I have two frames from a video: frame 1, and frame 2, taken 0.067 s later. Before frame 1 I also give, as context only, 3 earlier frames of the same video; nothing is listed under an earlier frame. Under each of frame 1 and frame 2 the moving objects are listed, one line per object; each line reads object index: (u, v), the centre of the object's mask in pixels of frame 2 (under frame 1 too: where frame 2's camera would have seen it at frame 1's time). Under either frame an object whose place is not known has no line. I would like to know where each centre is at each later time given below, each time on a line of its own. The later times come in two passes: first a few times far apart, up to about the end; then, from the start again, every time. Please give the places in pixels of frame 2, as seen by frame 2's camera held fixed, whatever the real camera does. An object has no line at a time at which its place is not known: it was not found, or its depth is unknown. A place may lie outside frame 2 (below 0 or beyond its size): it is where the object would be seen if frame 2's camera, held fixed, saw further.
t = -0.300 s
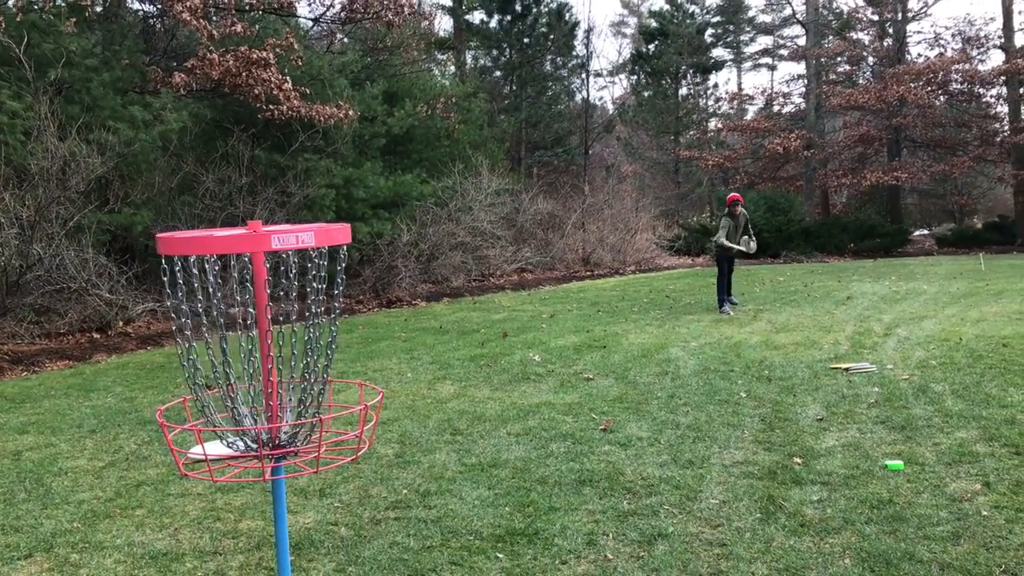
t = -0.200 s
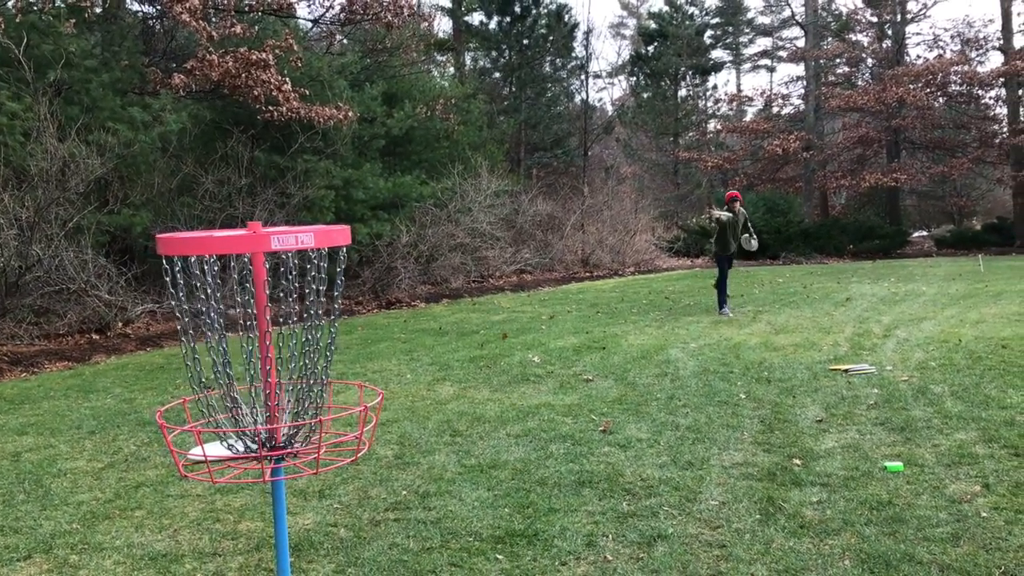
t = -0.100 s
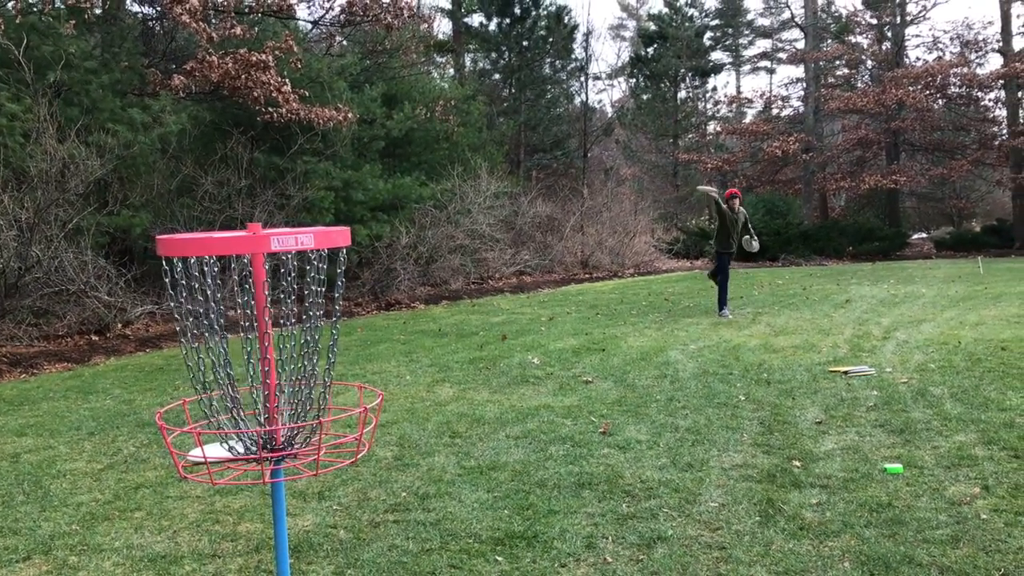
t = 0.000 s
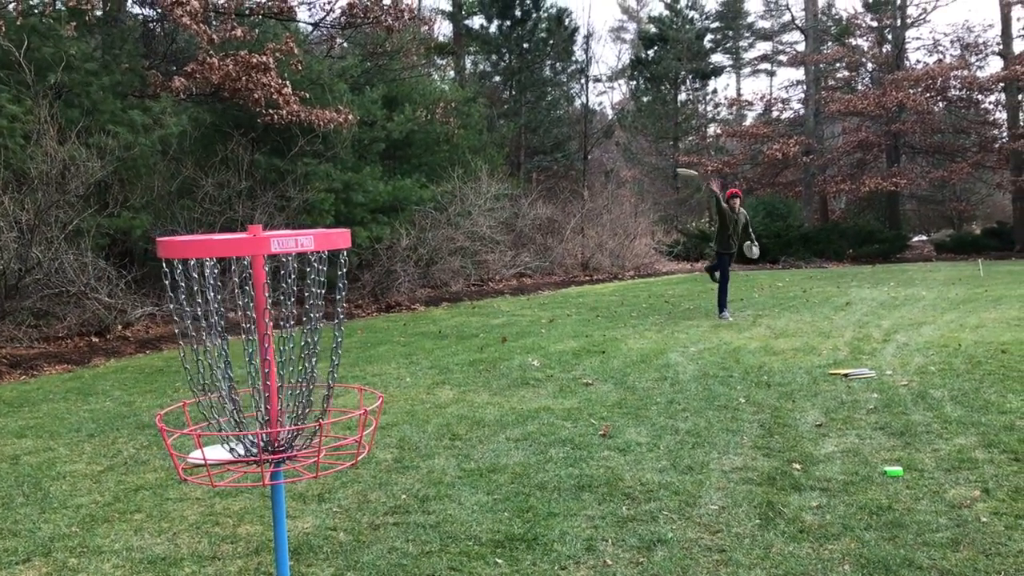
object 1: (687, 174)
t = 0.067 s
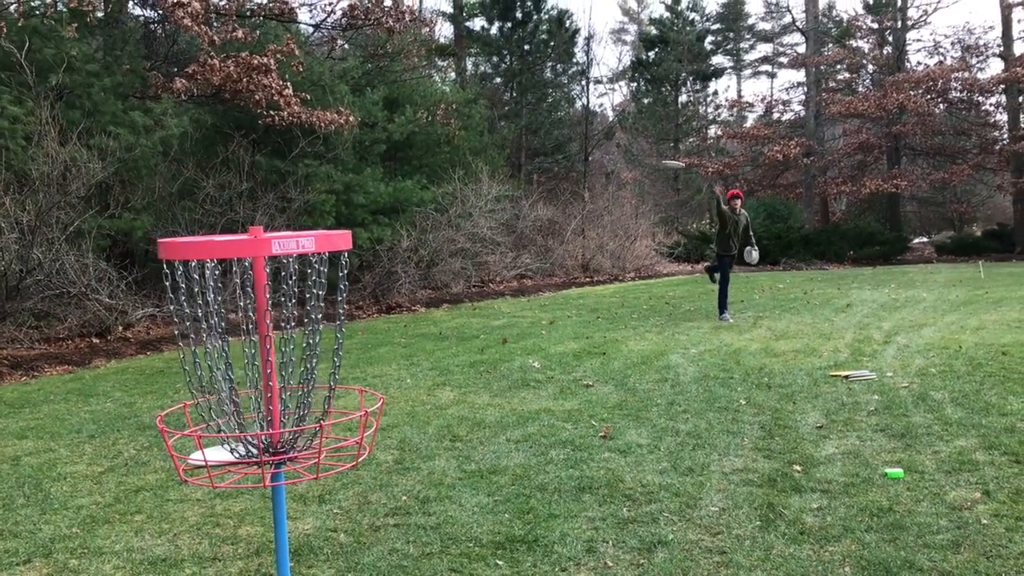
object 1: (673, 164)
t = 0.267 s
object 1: (619, 150)
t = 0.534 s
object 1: (517, 171)
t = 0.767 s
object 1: (375, 255)
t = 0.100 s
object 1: (664, 160)
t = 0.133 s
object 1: (657, 157)
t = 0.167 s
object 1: (648, 154)
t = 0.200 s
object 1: (639, 152)
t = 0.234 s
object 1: (629, 151)
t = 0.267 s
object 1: (619, 150)
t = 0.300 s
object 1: (609, 151)
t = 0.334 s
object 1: (597, 151)
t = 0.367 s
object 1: (585, 152)
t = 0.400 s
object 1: (574, 155)
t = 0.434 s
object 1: (561, 157)
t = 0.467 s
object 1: (548, 161)
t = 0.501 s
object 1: (532, 165)
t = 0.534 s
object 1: (517, 171)
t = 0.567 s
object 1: (500, 178)
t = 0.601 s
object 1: (482, 184)
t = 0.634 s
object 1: (463, 194)
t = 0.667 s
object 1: (442, 204)
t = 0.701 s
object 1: (419, 218)
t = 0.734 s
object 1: (394, 233)
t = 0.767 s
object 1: (375, 255)
